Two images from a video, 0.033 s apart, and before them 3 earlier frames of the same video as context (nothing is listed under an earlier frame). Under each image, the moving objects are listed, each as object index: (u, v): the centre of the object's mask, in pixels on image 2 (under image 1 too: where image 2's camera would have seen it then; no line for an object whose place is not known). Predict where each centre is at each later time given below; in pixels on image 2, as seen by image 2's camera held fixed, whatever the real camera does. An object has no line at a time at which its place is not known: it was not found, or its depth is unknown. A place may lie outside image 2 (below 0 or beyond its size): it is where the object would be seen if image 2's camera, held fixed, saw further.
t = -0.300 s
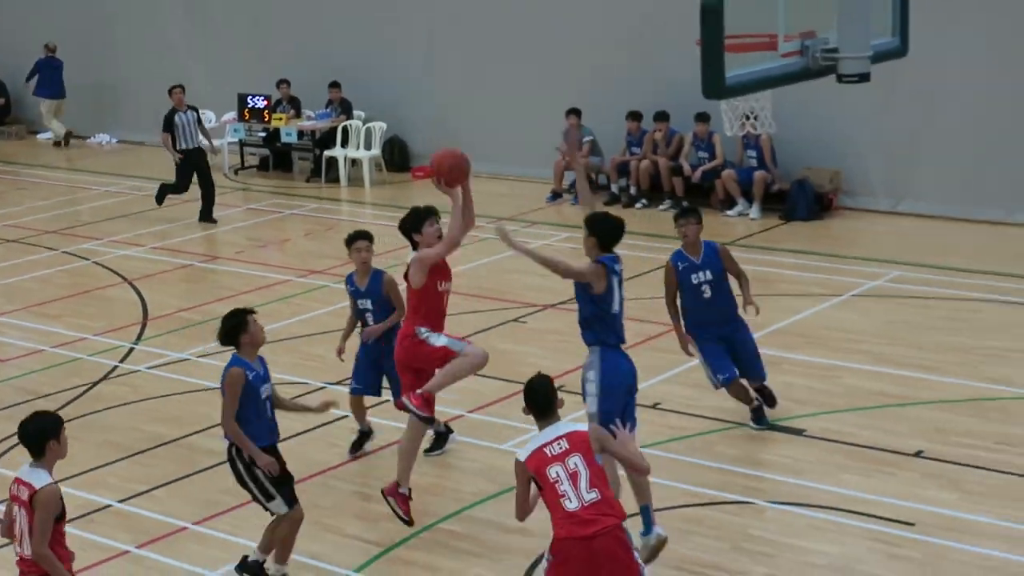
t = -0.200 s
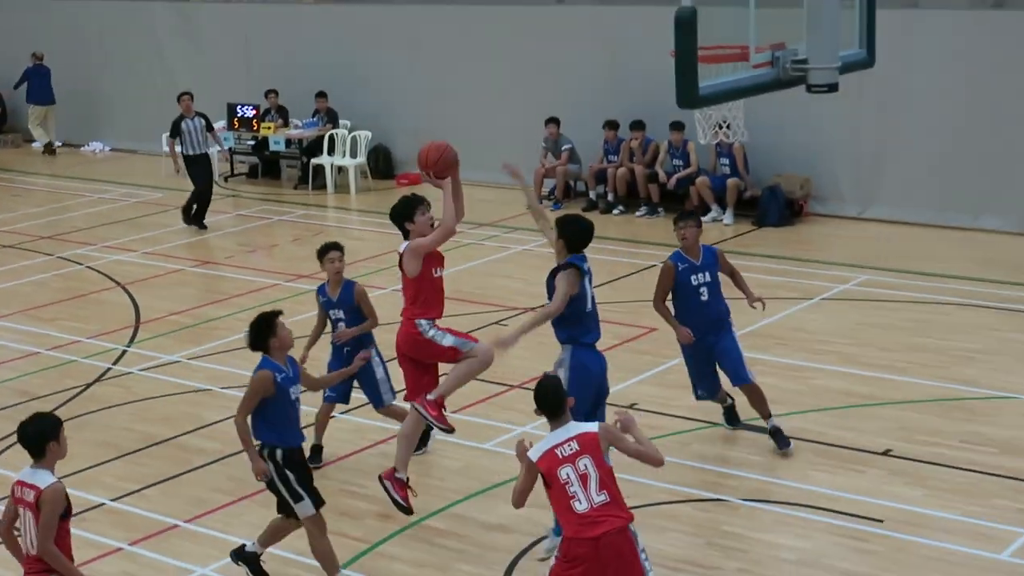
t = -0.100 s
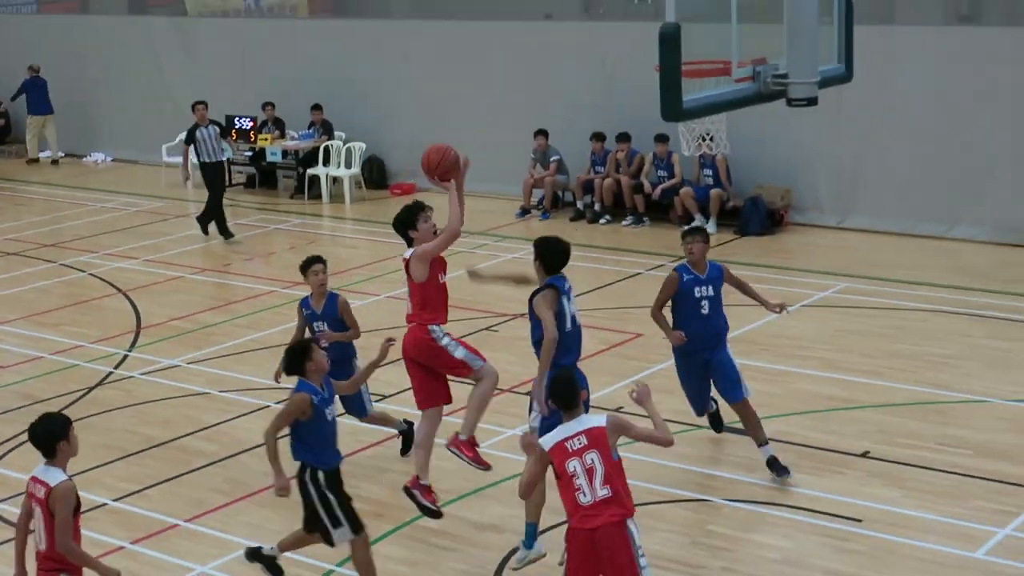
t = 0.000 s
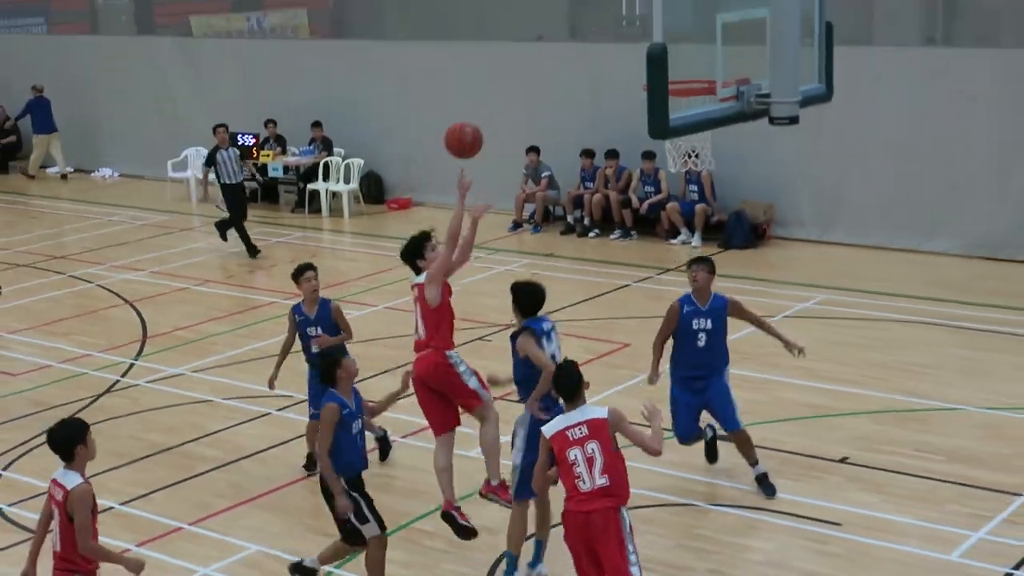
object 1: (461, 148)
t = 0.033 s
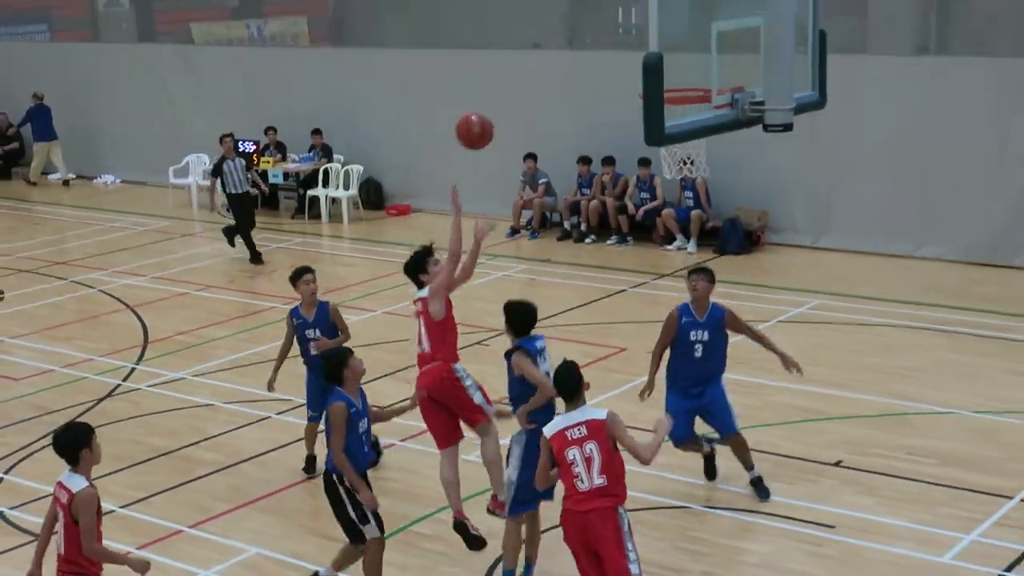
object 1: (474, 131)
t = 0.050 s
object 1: (481, 124)
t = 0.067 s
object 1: (488, 116)
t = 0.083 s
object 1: (494, 110)
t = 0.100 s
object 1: (501, 104)
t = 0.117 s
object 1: (507, 98)
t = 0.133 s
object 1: (514, 93)
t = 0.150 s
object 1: (521, 88)
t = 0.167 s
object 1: (528, 83)
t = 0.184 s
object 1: (535, 79)
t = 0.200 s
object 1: (541, 75)
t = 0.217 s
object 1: (548, 72)
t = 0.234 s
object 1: (556, 68)
